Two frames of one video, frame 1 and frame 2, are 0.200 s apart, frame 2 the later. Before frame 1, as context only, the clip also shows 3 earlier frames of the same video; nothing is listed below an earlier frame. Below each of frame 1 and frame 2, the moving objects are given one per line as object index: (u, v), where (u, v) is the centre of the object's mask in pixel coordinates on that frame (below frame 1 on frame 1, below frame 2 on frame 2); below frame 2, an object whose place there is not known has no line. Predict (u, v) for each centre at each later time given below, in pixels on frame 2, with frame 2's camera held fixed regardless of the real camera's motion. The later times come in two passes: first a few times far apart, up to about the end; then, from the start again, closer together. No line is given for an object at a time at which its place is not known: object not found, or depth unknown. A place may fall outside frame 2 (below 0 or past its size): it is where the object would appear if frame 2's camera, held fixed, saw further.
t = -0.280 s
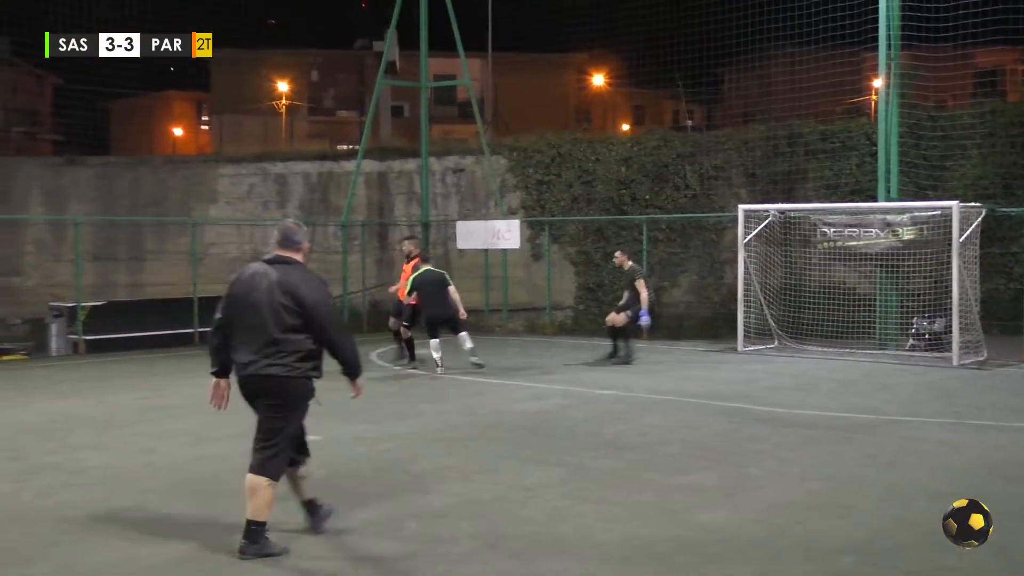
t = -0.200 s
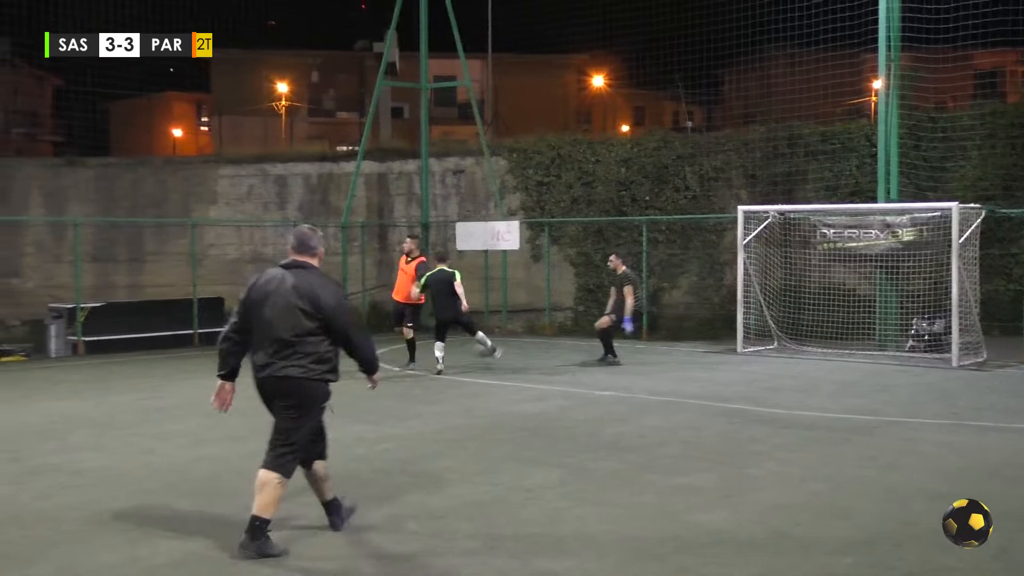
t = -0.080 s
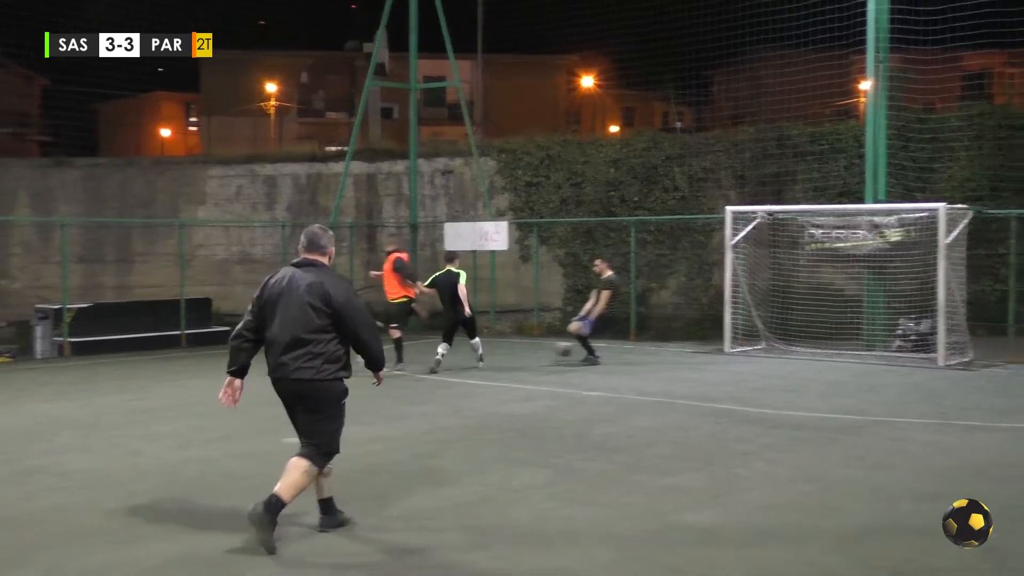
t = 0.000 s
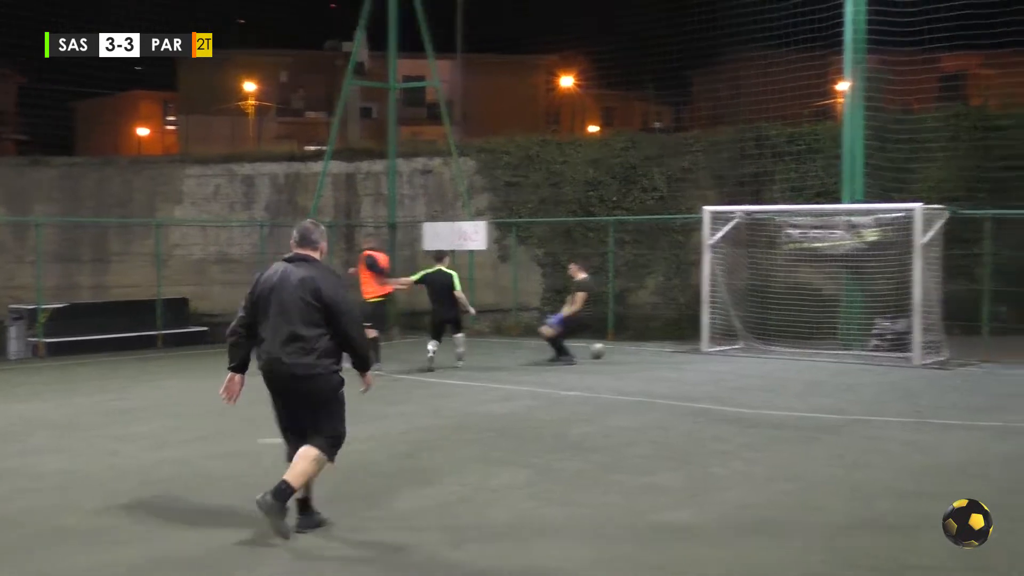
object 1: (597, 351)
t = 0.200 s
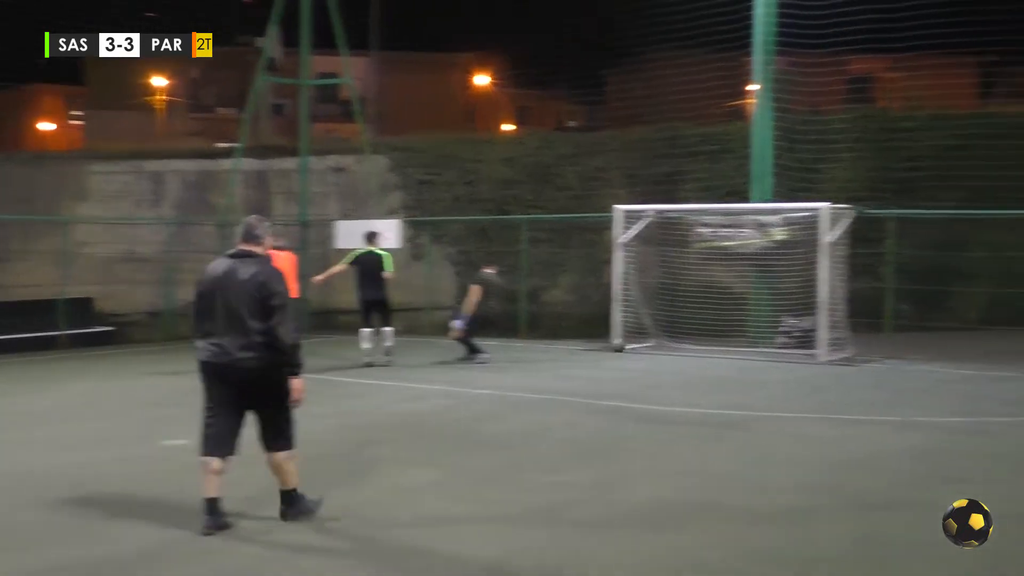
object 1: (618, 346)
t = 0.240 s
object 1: (636, 343)
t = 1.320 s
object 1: (750, 347)
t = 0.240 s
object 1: (636, 343)
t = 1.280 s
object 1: (747, 346)
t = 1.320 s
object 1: (750, 347)
